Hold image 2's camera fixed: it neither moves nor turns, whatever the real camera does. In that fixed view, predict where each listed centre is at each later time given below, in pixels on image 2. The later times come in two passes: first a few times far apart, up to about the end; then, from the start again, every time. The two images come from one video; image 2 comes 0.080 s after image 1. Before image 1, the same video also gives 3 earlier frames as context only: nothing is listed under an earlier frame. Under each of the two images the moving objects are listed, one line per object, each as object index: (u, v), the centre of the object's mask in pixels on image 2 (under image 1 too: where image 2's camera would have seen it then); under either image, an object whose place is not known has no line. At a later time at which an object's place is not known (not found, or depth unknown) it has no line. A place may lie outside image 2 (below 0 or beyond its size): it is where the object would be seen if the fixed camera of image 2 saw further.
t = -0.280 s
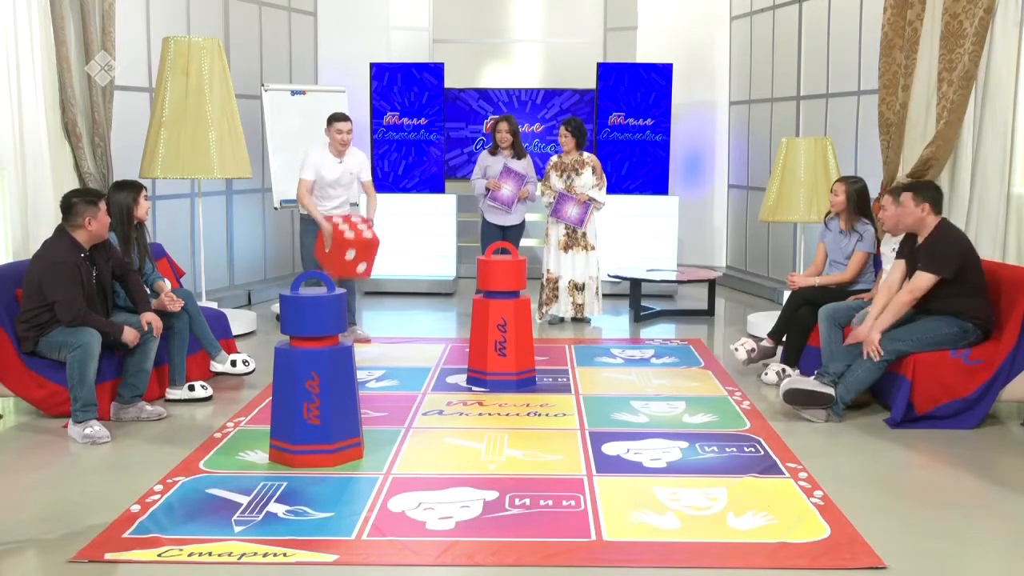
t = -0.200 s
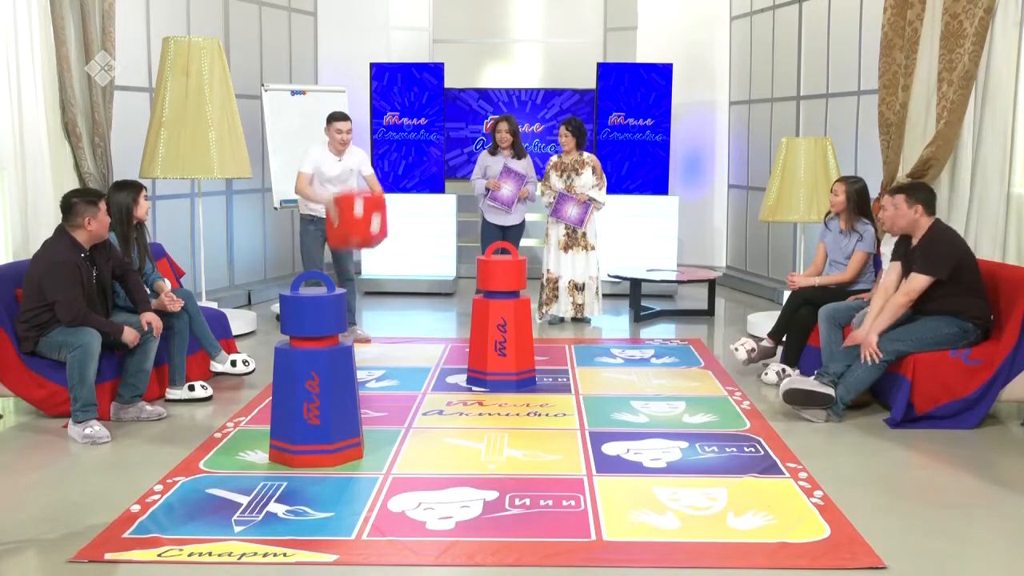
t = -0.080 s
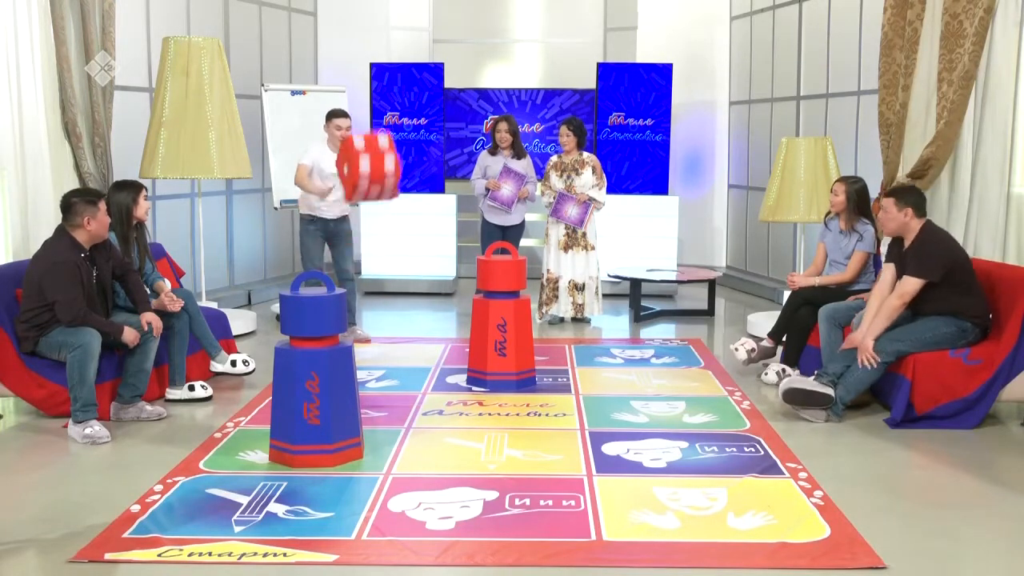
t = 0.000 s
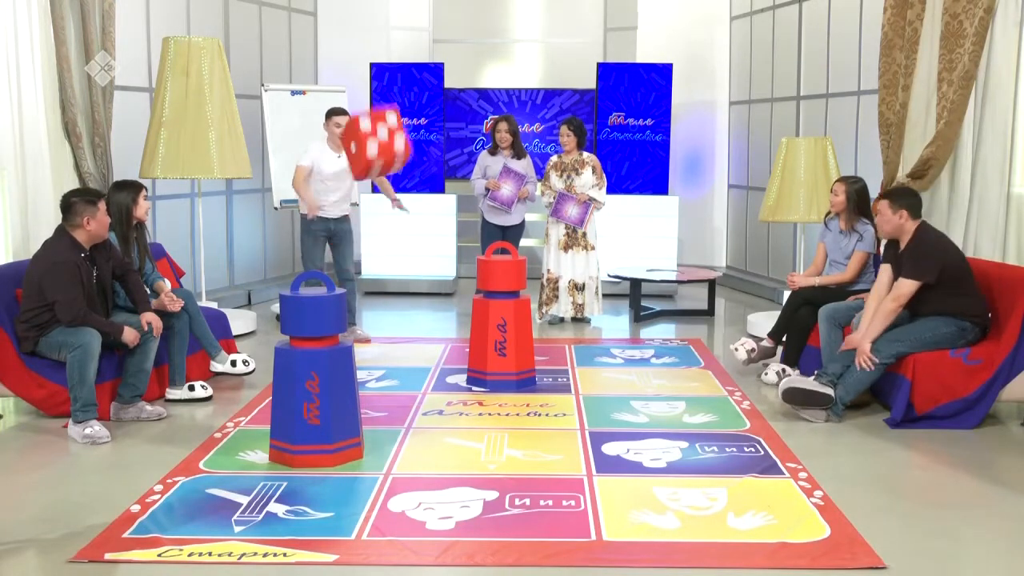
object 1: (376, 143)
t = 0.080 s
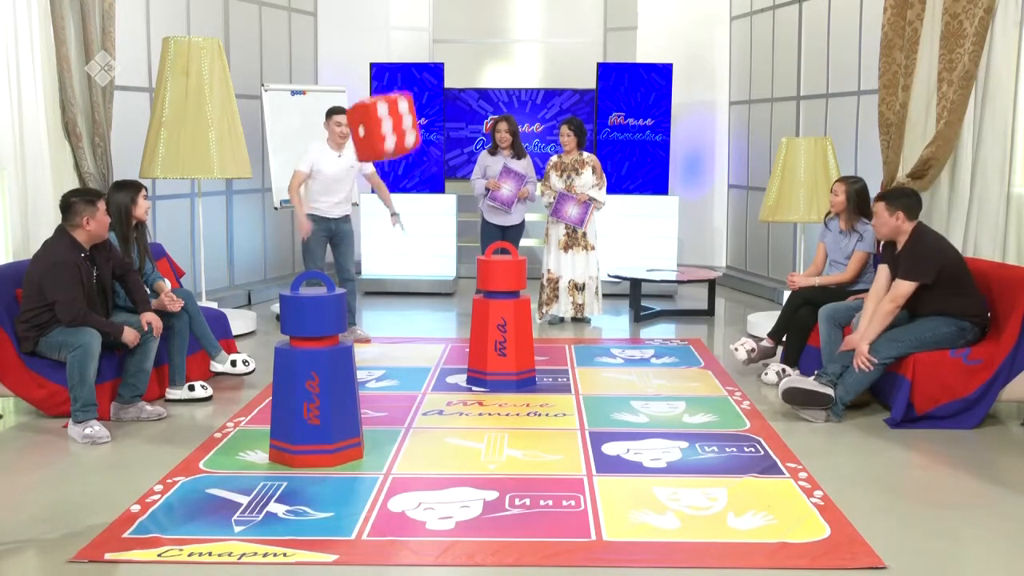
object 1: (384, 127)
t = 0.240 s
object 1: (400, 124)
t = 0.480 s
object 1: (429, 193)
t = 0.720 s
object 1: (463, 372)
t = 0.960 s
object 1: (448, 327)
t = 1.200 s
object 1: (431, 356)
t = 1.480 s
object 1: (438, 363)
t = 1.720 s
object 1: (434, 365)
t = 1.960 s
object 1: (436, 366)
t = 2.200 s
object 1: (436, 366)
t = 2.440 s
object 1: (436, 366)
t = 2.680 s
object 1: (436, 366)
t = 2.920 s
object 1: (436, 366)
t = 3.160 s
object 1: (436, 366)
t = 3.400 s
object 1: (436, 366)
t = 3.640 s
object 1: (436, 366)
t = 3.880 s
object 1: (436, 366)
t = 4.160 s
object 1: (436, 366)
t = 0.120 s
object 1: (387, 123)
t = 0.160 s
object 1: (391, 121)
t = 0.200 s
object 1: (396, 121)
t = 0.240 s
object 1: (400, 124)
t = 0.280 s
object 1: (405, 129)
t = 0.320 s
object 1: (409, 137)
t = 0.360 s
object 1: (414, 146)
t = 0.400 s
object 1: (419, 160)
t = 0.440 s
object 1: (424, 176)
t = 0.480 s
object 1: (429, 193)
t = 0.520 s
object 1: (435, 217)
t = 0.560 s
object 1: (441, 245)
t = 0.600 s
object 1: (446, 272)
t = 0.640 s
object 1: (452, 305)
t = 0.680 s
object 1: (457, 336)
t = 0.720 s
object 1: (463, 372)
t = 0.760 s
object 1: (462, 374)
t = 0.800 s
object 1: (460, 360)
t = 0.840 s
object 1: (457, 347)
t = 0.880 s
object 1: (452, 337)
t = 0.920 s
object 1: (451, 330)
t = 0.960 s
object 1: (448, 327)
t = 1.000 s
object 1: (445, 326)
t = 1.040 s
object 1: (443, 327)
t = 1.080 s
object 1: (440, 331)
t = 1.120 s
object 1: (438, 337)
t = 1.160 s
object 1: (434, 345)
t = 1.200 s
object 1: (431, 356)
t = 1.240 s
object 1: (430, 360)
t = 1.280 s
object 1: (431, 355)
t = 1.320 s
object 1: (432, 352)
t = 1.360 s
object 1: (434, 351)
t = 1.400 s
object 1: (436, 354)
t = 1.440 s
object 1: (437, 359)
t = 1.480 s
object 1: (438, 363)
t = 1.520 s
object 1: (438, 363)
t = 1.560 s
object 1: (437, 363)
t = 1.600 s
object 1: (436, 363)
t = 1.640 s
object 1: (435, 363)
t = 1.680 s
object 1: (434, 364)
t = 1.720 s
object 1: (434, 365)
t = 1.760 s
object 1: (434, 366)
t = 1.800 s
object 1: (435, 365)
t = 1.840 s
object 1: (435, 366)
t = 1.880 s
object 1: (436, 366)
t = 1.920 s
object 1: (436, 366)
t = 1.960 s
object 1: (436, 366)
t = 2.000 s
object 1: (436, 366)
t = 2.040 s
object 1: (436, 366)
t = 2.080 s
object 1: (436, 366)
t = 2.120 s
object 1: (436, 366)
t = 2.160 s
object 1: (436, 366)
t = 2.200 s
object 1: (436, 366)
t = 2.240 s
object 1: (436, 366)
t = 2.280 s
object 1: (436, 366)
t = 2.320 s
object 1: (436, 366)
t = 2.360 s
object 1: (436, 366)
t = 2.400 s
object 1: (436, 366)
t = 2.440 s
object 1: (436, 366)
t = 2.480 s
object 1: (436, 366)
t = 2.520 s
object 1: (436, 366)
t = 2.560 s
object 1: (436, 366)
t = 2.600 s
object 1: (436, 366)
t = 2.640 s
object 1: (436, 366)
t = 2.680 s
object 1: (436, 366)
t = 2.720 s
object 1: (436, 366)
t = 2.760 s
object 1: (436, 366)
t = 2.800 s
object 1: (436, 366)
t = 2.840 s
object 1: (436, 366)
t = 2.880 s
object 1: (436, 366)
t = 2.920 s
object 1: (436, 366)
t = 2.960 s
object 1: (436, 366)
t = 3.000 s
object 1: (436, 366)
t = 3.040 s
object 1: (436, 366)
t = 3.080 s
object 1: (436, 366)
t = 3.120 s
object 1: (436, 366)
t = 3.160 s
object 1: (436, 366)
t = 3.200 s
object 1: (436, 366)
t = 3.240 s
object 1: (436, 366)
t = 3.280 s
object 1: (436, 366)
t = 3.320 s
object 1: (436, 366)
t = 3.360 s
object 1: (436, 366)
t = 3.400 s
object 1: (436, 366)
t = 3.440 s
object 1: (436, 366)
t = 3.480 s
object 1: (436, 366)
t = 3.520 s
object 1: (436, 366)
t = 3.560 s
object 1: (436, 366)
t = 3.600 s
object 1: (436, 366)
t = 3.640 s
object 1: (436, 366)
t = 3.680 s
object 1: (436, 366)
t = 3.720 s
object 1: (436, 366)
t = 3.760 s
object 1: (436, 366)
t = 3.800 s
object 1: (436, 366)
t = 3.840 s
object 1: (436, 366)
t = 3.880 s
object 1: (436, 366)
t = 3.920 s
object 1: (436, 366)
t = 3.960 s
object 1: (436, 366)
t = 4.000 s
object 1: (436, 366)
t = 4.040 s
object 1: (436, 366)
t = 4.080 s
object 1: (436, 366)
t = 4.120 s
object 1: (436, 366)
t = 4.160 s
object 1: (436, 366)
